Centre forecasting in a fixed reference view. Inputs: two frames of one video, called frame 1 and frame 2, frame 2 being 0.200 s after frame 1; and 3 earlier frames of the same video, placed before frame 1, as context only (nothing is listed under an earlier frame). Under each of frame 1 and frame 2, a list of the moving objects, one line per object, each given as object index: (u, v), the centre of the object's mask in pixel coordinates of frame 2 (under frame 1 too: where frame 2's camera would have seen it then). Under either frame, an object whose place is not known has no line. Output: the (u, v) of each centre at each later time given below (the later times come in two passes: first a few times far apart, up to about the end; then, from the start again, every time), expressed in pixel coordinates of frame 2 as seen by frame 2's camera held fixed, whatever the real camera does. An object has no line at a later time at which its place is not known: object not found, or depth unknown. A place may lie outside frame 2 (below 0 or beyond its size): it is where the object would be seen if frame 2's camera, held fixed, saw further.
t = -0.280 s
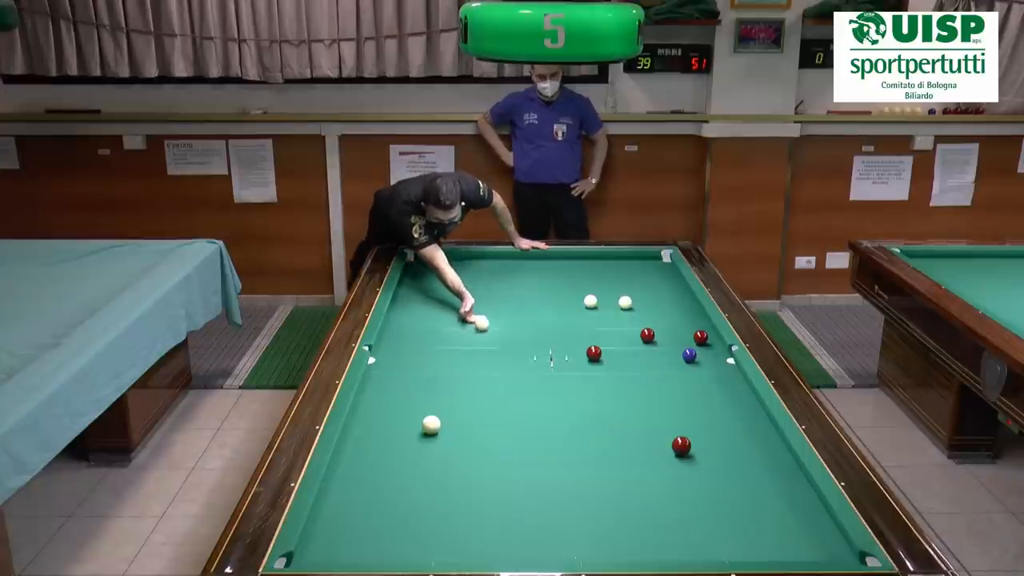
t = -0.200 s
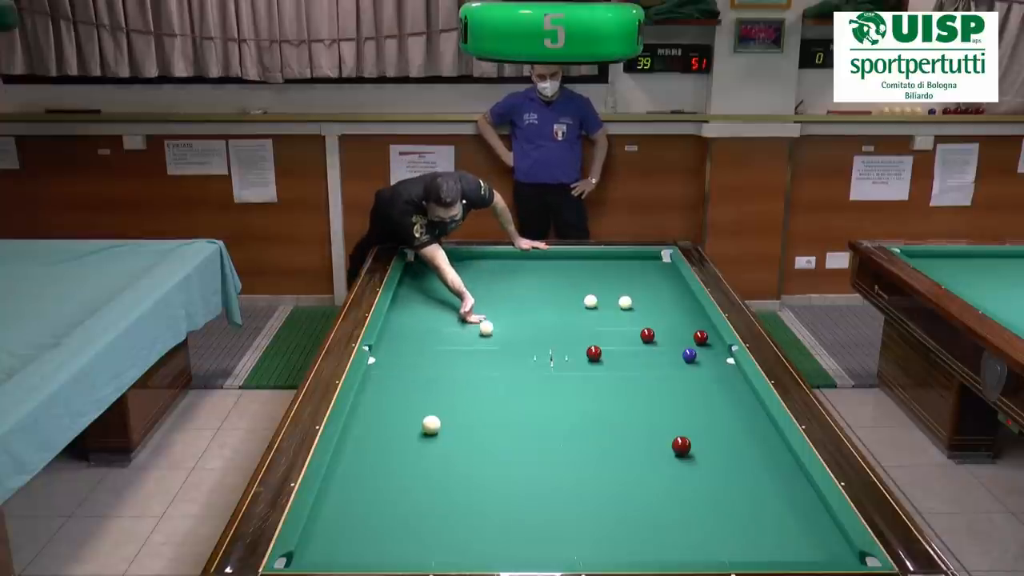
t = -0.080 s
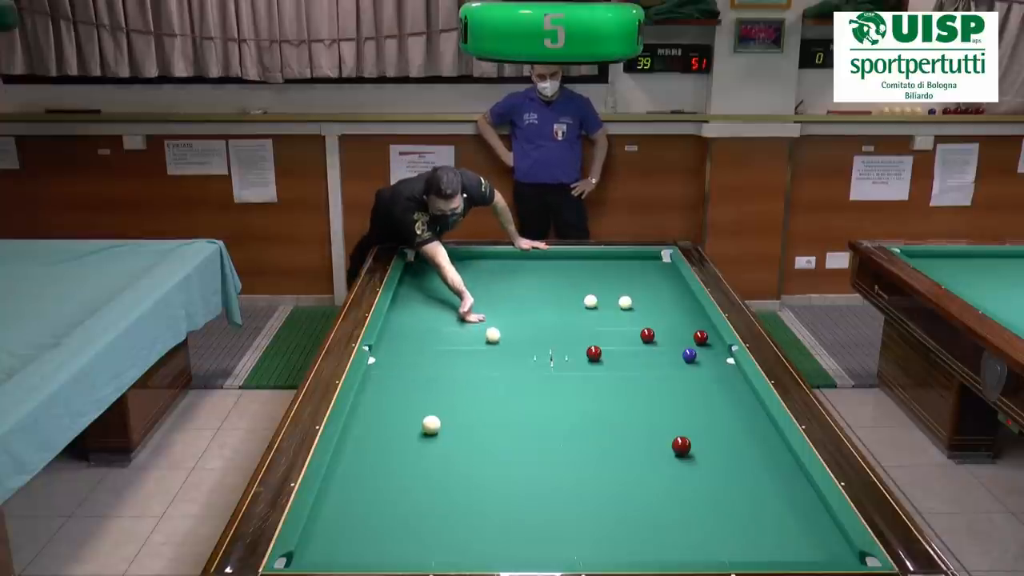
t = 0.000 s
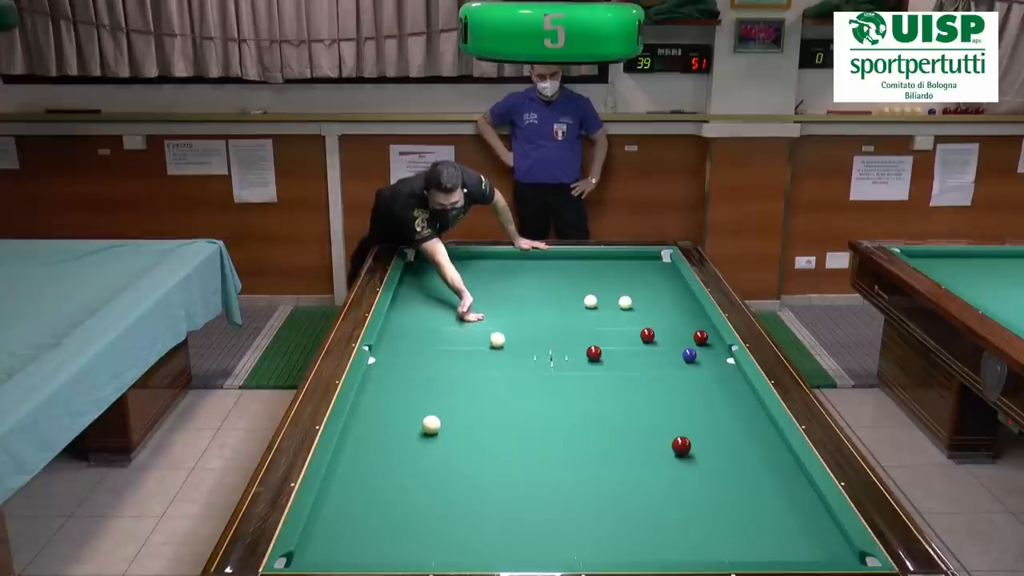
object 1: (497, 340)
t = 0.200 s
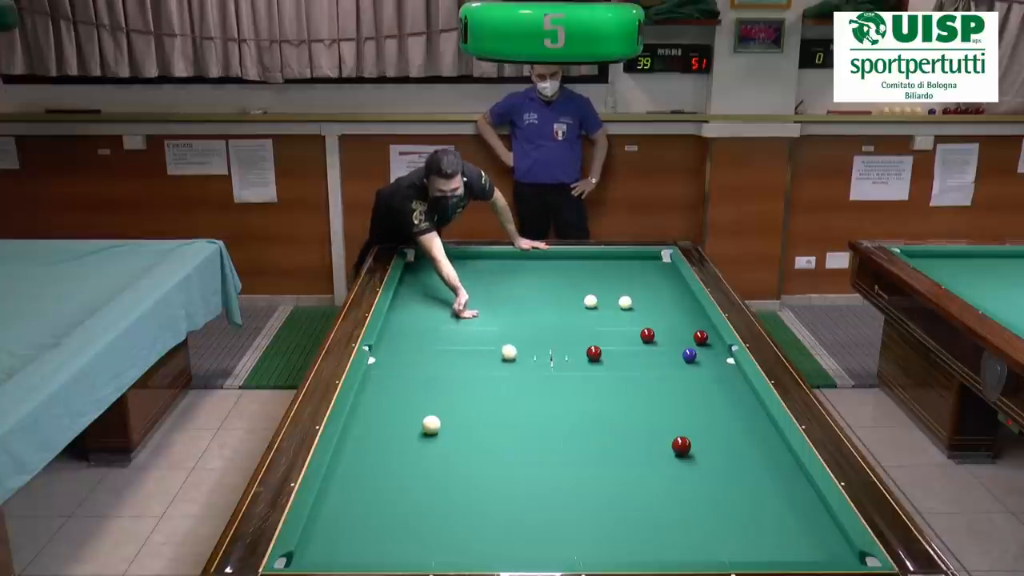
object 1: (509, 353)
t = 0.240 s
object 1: (511, 355)
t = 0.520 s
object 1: (529, 374)
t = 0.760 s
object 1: (546, 392)
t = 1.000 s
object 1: (564, 410)
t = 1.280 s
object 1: (586, 434)
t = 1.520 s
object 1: (607, 456)
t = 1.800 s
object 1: (634, 484)
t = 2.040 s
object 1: (659, 510)
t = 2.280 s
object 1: (686, 538)
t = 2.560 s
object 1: (710, 550)
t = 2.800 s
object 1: (715, 535)
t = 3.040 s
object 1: (718, 518)
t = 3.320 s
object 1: (722, 500)
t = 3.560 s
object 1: (724, 486)
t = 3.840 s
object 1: (728, 472)
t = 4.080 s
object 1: (730, 460)
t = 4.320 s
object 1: (732, 449)
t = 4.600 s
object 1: (733, 437)
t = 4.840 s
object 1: (735, 428)
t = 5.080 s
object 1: (736, 420)
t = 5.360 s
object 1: (738, 411)
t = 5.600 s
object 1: (739, 404)
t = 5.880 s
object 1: (739, 396)
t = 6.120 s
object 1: (740, 390)
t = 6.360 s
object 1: (740, 384)
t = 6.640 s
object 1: (735, 379)
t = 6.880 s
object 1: (731, 375)
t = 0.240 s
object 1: (511, 355)
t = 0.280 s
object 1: (513, 358)
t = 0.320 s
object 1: (516, 360)
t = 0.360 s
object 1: (519, 363)
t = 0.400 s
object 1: (521, 366)
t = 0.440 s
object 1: (524, 369)
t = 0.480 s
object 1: (526, 371)
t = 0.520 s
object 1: (529, 374)
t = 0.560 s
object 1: (532, 377)
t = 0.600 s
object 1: (535, 380)
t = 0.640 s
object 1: (537, 382)
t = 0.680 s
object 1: (540, 385)
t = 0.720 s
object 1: (543, 388)
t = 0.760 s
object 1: (546, 392)
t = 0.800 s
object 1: (549, 395)
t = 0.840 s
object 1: (551, 397)
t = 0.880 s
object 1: (554, 401)
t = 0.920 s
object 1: (557, 404)
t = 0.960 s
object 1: (561, 407)
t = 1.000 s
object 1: (564, 410)
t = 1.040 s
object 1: (567, 414)
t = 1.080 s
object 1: (570, 417)
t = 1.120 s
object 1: (573, 420)
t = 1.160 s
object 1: (576, 424)
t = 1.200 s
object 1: (579, 427)
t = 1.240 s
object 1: (583, 431)
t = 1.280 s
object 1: (586, 434)
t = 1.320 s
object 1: (589, 437)
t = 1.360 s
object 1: (593, 441)
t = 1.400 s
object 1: (597, 445)
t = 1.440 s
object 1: (600, 448)
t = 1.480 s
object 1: (604, 452)
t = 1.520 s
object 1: (607, 456)
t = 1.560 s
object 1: (611, 460)
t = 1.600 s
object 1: (615, 464)
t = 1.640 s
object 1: (618, 468)
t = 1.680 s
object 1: (622, 472)
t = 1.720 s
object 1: (626, 476)
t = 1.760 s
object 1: (630, 480)
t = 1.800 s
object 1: (634, 484)
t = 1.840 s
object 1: (638, 488)
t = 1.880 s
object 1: (642, 492)
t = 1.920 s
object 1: (646, 496)
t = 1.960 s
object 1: (650, 501)
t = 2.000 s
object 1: (655, 505)
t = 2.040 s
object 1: (659, 510)
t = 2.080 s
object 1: (663, 514)
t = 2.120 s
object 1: (668, 519)
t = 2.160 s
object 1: (672, 524)
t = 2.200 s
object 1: (677, 528)
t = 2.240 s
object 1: (681, 533)
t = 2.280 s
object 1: (686, 538)
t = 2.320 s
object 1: (691, 543)
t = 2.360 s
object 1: (696, 547)
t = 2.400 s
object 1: (700, 551)
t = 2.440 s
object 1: (705, 554)
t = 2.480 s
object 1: (709, 556)
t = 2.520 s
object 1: (709, 554)
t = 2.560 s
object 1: (710, 550)
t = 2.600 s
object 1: (711, 549)
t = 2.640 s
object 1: (712, 547)
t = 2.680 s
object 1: (712, 544)
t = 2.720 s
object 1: (713, 541)
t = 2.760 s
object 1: (714, 538)
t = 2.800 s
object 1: (715, 535)
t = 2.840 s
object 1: (715, 532)
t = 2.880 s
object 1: (716, 529)
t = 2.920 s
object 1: (717, 527)
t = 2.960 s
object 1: (717, 524)
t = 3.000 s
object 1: (718, 521)
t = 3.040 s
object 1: (718, 518)
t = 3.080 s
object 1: (719, 516)
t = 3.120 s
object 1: (719, 513)
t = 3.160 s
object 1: (720, 511)
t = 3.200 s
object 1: (720, 508)
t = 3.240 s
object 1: (721, 505)
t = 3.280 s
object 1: (721, 503)
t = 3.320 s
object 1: (722, 500)
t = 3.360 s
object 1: (722, 498)
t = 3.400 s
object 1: (723, 495)
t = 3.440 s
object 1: (723, 493)
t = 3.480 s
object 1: (724, 491)
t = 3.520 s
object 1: (724, 489)
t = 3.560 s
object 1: (724, 486)
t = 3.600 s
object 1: (725, 484)
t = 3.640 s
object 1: (725, 482)
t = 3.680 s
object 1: (726, 480)
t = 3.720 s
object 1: (726, 478)
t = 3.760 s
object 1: (727, 476)
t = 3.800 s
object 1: (727, 474)
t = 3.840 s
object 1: (728, 472)
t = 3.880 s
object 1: (728, 470)
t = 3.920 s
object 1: (728, 468)
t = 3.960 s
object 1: (729, 465)
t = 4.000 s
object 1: (729, 464)
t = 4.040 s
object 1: (730, 462)
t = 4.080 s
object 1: (730, 460)
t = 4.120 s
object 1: (730, 458)
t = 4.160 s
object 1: (731, 456)
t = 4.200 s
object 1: (731, 454)
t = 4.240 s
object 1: (731, 453)
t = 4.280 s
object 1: (731, 451)
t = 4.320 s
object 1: (732, 449)
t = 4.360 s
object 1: (732, 447)
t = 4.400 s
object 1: (732, 446)
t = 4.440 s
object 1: (733, 444)
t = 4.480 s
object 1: (732, 442)
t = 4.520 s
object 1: (733, 440)
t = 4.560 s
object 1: (733, 439)
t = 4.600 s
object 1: (733, 437)
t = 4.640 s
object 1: (734, 436)
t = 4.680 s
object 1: (734, 434)
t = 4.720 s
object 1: (734, 433)
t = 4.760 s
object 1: (734, 431)
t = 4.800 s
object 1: (735, 430)
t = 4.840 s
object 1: (735, 428)
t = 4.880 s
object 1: (735, 427)
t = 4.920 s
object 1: (735, 426)
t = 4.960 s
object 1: (735, 424)
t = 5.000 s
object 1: (736, 423)
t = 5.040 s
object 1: (736, 421)
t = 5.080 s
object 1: (736, 420)
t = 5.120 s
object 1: (736, 419)
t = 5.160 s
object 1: (736, 417)
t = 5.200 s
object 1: (737, 416)
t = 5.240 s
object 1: (737, 414)
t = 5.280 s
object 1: (737, 413)
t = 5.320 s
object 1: (737, 412)
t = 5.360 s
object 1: (738, 411)
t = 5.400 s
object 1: (738, 410)
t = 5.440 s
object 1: (738, 409)
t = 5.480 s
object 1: (738, 407)
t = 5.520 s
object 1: (739, 406)
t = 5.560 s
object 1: (739, 405)
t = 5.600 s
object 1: (739, 404)
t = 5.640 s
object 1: (739, 403)
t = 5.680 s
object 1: (739, 402)
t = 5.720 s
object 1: (739, 400)
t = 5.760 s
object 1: (739, 399)
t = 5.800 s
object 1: (739, 398)
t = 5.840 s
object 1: (739, 397)
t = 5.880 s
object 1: (739, 396)
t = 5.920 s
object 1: (739, 395)
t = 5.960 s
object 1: (740, 394)
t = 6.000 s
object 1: (740, 393)
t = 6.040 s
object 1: (740, 392)
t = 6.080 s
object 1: (740, 391)
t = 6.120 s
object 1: (740, 390)
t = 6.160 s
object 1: (740, 389)
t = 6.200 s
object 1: (740, 388)
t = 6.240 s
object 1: (740, 387)
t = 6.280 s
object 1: (740, 386)
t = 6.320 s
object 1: (740, 385)
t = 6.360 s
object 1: (740, 384)
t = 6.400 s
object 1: (740, 383)
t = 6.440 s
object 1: (740, 382)
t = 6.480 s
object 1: (739, 382)
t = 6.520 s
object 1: (738, 381)
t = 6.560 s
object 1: (737, 380)
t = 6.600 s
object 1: (736, 379)
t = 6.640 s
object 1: (735, 379)
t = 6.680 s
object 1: (735, 378)
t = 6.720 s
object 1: (734, 377)
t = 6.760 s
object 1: (733, 377)
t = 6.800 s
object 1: (732, 376)
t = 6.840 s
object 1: (732, 375)
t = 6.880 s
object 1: (731, 375)
